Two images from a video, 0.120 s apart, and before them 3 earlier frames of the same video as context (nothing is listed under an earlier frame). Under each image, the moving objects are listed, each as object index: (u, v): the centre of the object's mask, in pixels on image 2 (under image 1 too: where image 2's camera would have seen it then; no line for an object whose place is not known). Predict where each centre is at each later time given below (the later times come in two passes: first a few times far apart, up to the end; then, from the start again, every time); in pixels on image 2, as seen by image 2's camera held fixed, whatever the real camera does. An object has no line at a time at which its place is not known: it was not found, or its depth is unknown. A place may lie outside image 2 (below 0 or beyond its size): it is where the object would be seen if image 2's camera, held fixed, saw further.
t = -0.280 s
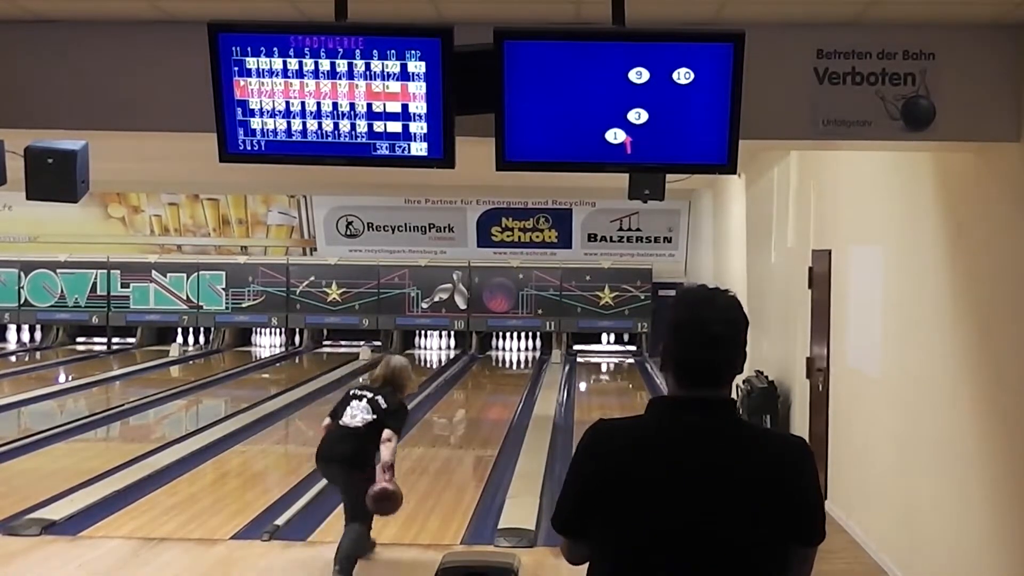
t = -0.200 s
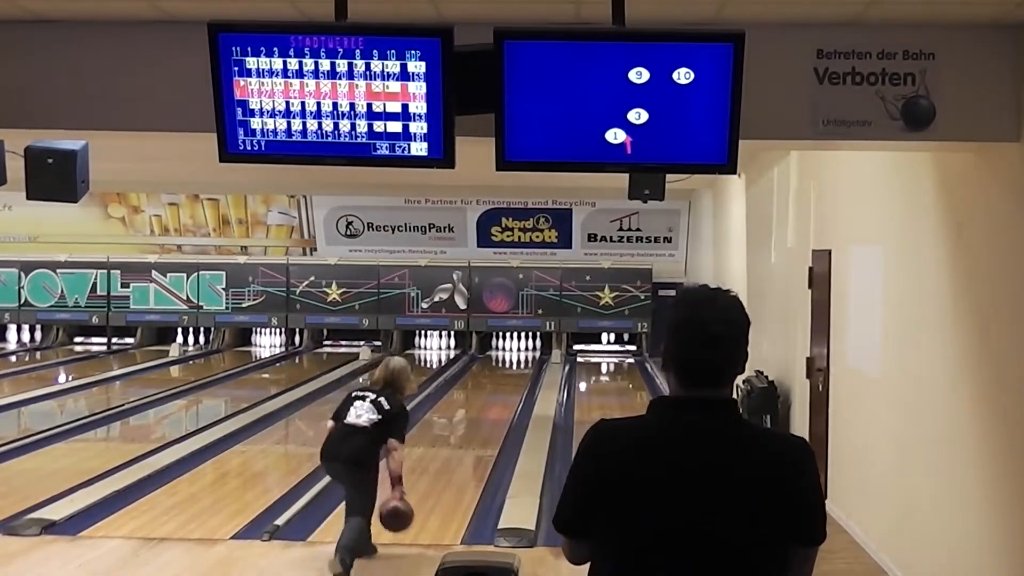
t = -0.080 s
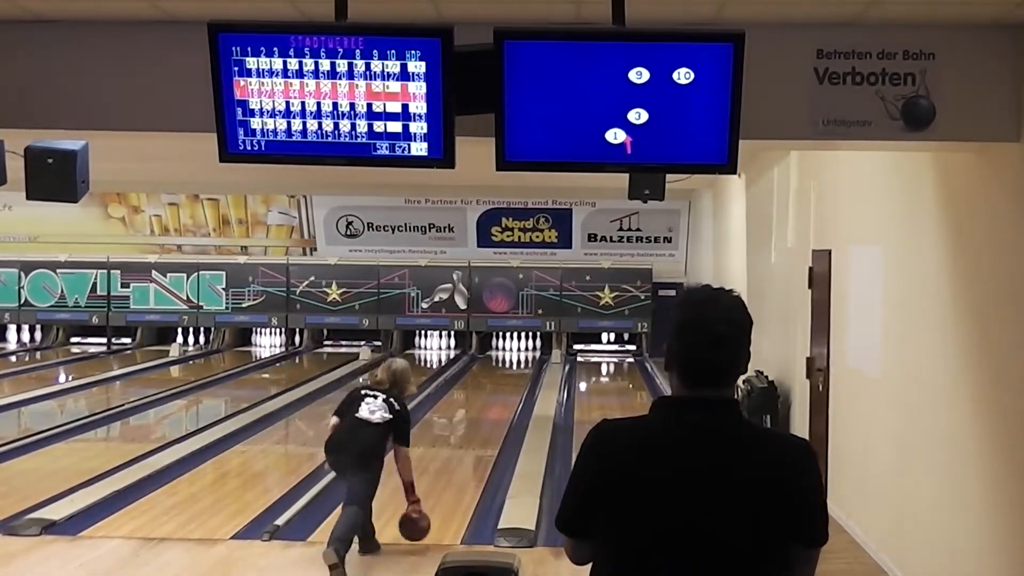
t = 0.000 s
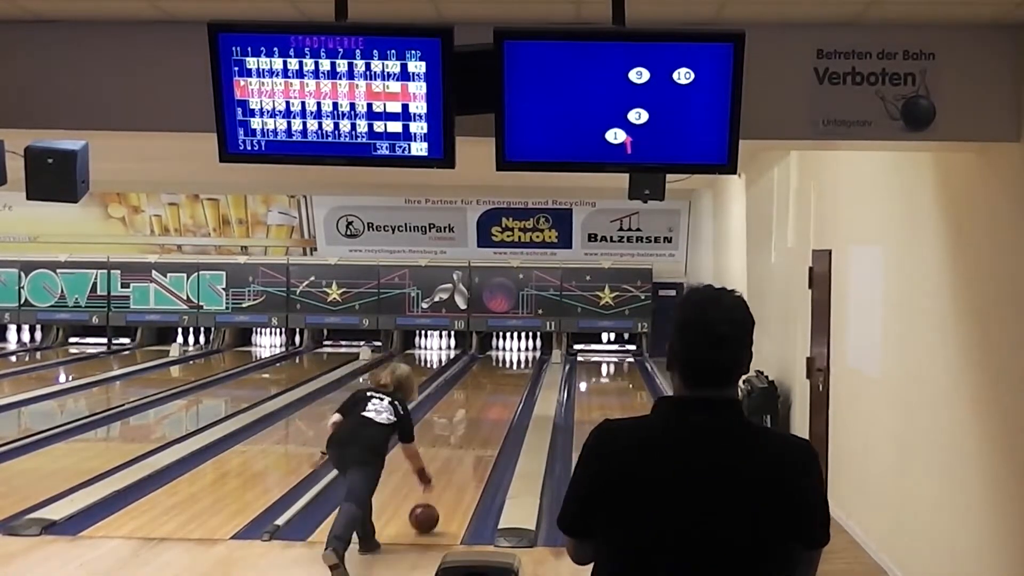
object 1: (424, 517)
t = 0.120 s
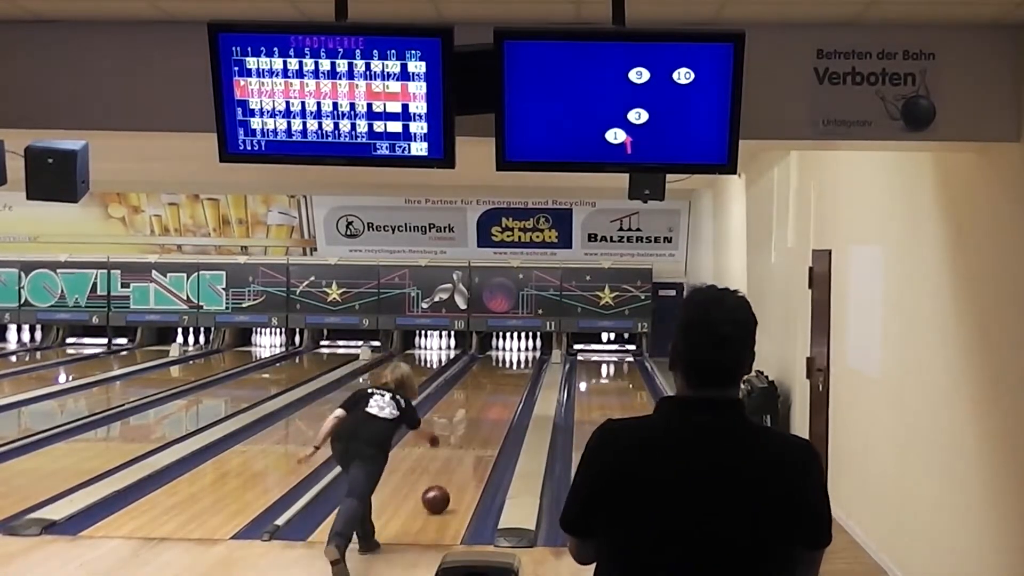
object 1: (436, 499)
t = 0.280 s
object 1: (449, 477)
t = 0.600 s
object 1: (469, 441)
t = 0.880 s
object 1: (482, 419)
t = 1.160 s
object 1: (492, 403)
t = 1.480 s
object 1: (501, 388)
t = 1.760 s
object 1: (507, 377)
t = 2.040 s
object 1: (513, 367)
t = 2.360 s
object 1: (516, 359)
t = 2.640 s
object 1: (519, 352)
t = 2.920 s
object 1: (521, 347)
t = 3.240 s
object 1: (534, 345)
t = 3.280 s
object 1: (536, 344)
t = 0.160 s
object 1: (439, 493)
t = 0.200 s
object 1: (443, 487)
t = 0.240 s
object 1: (446, 482)
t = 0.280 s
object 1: (449, 477)
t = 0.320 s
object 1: (452, 471)
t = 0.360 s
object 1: (455, 466)
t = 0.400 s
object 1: (457, 462)
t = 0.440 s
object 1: (460, 457)
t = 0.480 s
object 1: (463, 453)
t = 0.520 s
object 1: (465, 449)
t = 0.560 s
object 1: (467, 445)
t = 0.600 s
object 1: (469, 441)
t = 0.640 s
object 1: (471, 438)
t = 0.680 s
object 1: (473, 435)
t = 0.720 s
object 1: (475, 431)
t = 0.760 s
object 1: (477, 428)
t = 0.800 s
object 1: (479, 425)
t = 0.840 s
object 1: (481, 422)
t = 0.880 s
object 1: (482, 419)
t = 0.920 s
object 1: (484, 417)
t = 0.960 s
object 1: (485, 414)
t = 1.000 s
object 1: (487, 412)
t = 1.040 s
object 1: (488, 409)
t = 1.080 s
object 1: (489, 407)
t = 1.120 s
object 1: (493, 406)
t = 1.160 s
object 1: (492, 403)
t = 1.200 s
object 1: (493, 401)
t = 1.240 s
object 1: (495, 399)
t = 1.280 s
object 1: (496, 396)
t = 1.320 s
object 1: (497, 395)
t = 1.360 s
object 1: (498, 393)
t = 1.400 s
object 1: (499, 392)
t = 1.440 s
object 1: (500, 390)
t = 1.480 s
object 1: (501, 388)
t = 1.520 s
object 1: (502, 386)
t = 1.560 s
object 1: (503, 385)
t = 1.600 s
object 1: (504, 383)
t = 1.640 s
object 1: (505, 382)
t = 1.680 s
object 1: (505, 380)
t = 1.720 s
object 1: (506, 379)
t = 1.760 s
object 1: (507, 377)
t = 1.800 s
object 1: (508, 375)
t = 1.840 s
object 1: (509, 374)
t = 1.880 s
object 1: (510, 372)
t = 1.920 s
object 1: (510, 371)
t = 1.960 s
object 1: (511, 370)
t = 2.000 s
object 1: (512, 369)
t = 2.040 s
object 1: (513, 367)
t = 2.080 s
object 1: (514, 366)
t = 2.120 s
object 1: (514, 365)
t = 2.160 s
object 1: (514, 364)
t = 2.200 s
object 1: (515, 363)
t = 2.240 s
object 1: (515, 362)
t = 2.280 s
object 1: (515, 361)
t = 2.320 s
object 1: (516, 360)
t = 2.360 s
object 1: (516, 359)
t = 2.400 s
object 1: (516, 358)
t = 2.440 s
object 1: (517, 357)
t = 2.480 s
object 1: (518, 356)
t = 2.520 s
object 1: (518, 355)
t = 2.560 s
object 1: (518, 354)
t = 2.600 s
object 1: (519, 353)
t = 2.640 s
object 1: (519, 352)
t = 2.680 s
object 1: (520, 351)
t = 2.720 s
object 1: (520, 351)
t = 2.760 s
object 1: (520, 350)
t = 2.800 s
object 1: (520, 349)
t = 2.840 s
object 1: (520, 349)
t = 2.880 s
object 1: (521, 348)
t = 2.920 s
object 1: (521, 347)
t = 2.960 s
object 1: (521, 347)
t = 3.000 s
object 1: (523, 346)
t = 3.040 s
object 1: (525, 346)
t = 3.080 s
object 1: (528, 346)
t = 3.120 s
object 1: (528, 346)
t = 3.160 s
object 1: (530, 346)
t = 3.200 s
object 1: (533, 346)
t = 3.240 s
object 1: (534, 345)
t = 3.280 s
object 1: (536, 344)
